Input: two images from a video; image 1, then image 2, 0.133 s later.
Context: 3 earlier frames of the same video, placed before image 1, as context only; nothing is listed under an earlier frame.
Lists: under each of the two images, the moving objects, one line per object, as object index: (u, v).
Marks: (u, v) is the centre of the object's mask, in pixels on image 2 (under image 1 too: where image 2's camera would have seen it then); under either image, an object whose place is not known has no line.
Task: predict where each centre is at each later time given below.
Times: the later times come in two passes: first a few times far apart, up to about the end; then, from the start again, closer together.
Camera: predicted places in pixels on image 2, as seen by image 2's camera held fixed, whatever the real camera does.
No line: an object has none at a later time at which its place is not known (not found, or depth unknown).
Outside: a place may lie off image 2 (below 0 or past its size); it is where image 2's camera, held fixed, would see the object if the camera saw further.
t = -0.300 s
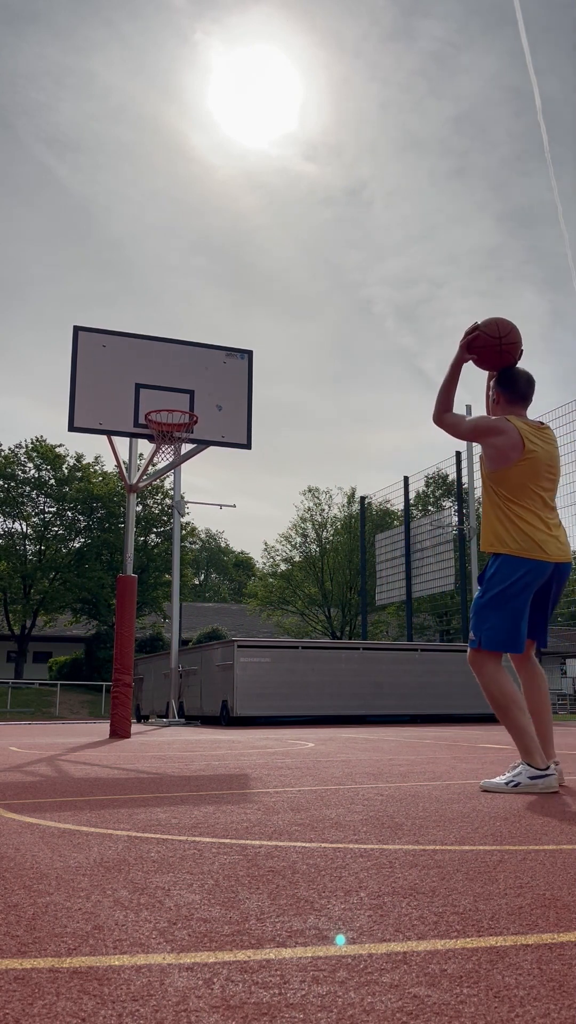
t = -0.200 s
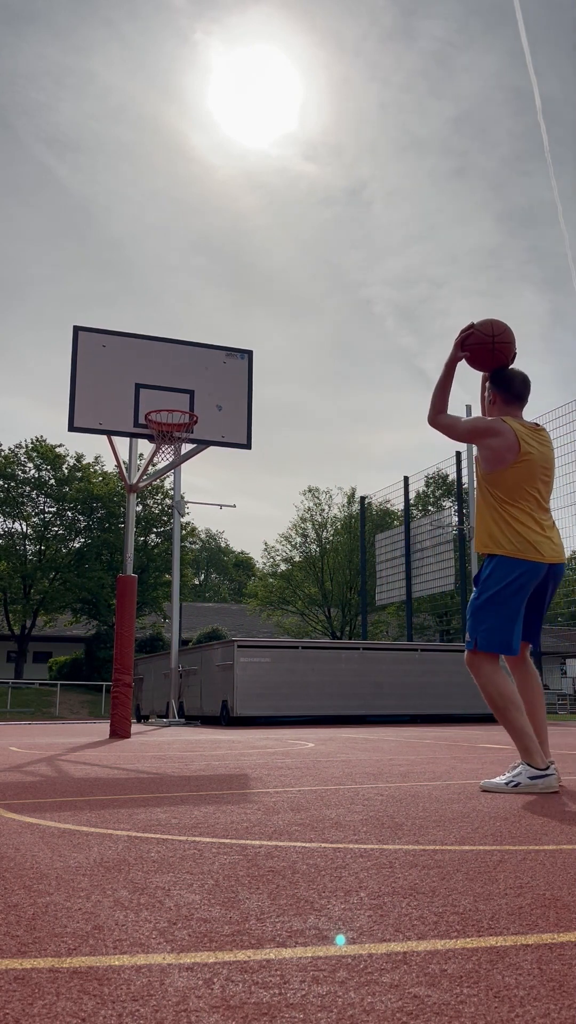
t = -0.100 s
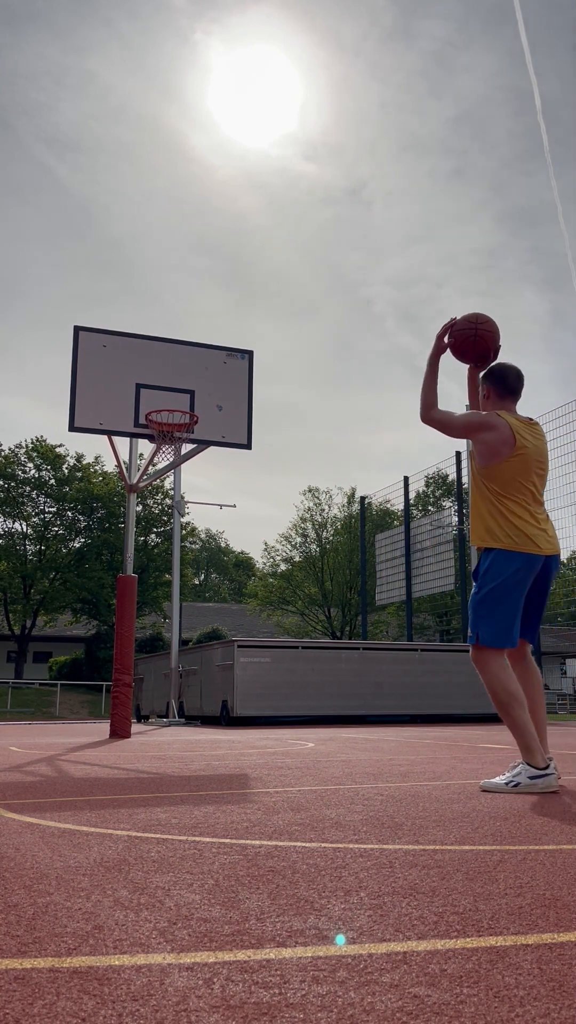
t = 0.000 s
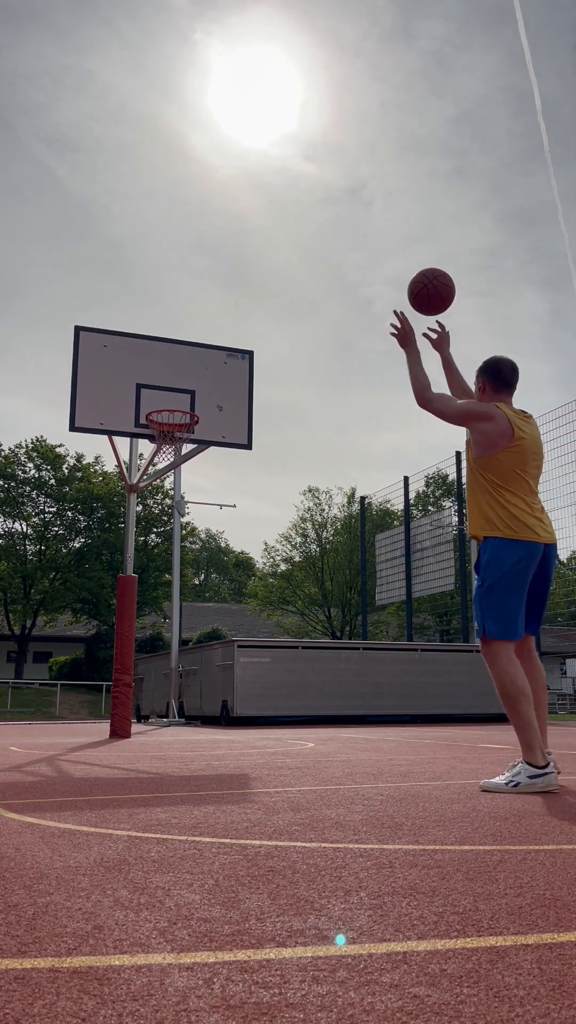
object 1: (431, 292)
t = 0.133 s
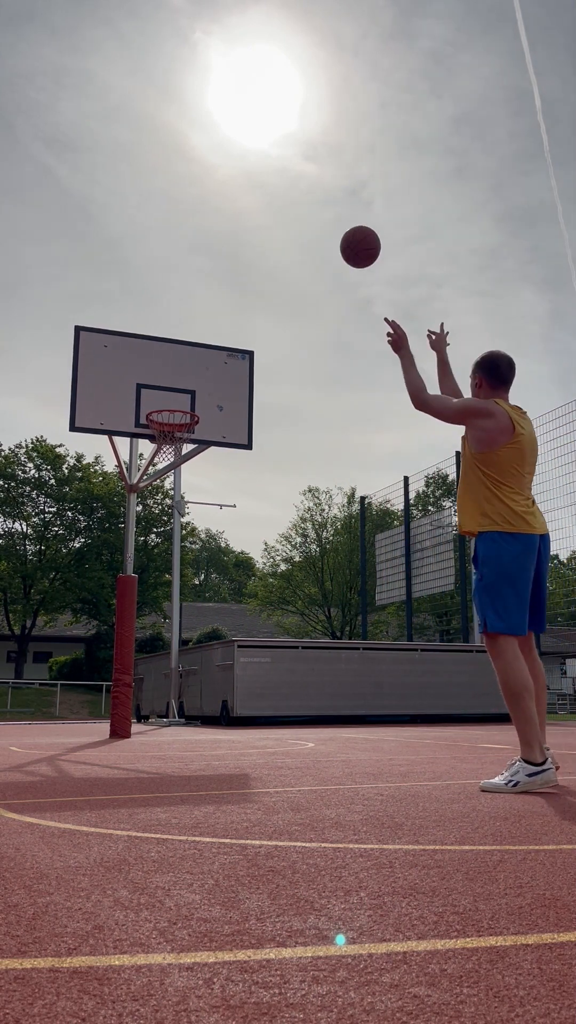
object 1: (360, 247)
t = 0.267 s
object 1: (307, 237)
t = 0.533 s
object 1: (232, 283)
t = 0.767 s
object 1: (183, 371)
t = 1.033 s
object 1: (182, 457)
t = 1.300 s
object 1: (208, 552)
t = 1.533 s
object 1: (229, 706)
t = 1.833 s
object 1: (257, 597)
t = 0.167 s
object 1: (345, 242)
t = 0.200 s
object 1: (332, 238)
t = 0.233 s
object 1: (319, 237)
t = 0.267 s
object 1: (307, 237)
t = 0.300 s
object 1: (296, 238)
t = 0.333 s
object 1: (285, 241)
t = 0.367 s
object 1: (275, 246)
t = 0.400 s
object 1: (265, 251)
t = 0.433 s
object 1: (256, 258)
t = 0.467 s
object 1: (248, 265)
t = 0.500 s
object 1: (240, 273)
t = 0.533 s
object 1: (232, 283)
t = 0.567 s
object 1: (224, 293)
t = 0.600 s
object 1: (217, 304)
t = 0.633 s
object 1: (210, 316)
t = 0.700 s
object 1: (196, 342)
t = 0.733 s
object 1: (189, 356)
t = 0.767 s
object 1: (183, 371)
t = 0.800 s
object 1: (177, 387)
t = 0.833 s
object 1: (171, 400)
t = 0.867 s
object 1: (168, 413)
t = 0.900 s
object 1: (163, 424)
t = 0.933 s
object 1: (167, 433)
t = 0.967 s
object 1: (174, 442)
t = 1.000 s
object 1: (177, 454)
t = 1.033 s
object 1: (182, 457)
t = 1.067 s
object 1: (185, 465)
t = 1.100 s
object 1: (188, 474)
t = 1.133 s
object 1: (192, 484)
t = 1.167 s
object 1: (195, 495)
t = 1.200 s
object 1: (198, 507)
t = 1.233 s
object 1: (201, 521)
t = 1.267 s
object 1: (204, 536)
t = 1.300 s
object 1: (208, 552)
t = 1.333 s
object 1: (211, 569)
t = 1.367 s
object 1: (214, 588)
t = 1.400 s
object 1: (217, 608)
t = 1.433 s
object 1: (220, 630)
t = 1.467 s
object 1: (223, 654)
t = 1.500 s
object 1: (226, 679)
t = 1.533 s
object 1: (229, 706)
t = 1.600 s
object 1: (235, 715)
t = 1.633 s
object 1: (238, 694)
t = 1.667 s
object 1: (242, 675)
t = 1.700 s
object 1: (245, 656)
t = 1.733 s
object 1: (248, 640)
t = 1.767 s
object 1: (251, 624)
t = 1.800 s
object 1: (254, 610)
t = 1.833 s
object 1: (257, 597)
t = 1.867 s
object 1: (260, 585)
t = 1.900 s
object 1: (263, 575)
